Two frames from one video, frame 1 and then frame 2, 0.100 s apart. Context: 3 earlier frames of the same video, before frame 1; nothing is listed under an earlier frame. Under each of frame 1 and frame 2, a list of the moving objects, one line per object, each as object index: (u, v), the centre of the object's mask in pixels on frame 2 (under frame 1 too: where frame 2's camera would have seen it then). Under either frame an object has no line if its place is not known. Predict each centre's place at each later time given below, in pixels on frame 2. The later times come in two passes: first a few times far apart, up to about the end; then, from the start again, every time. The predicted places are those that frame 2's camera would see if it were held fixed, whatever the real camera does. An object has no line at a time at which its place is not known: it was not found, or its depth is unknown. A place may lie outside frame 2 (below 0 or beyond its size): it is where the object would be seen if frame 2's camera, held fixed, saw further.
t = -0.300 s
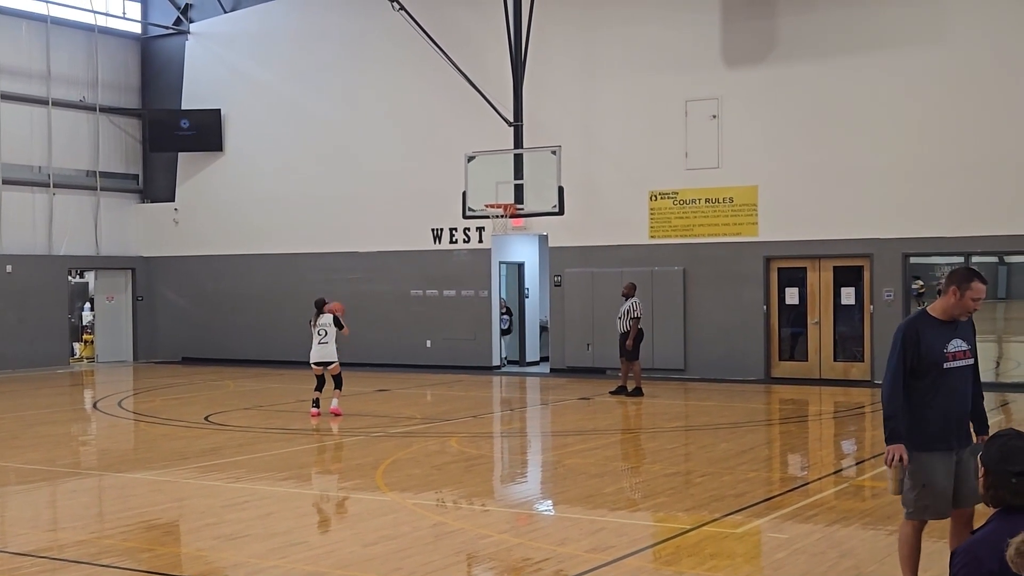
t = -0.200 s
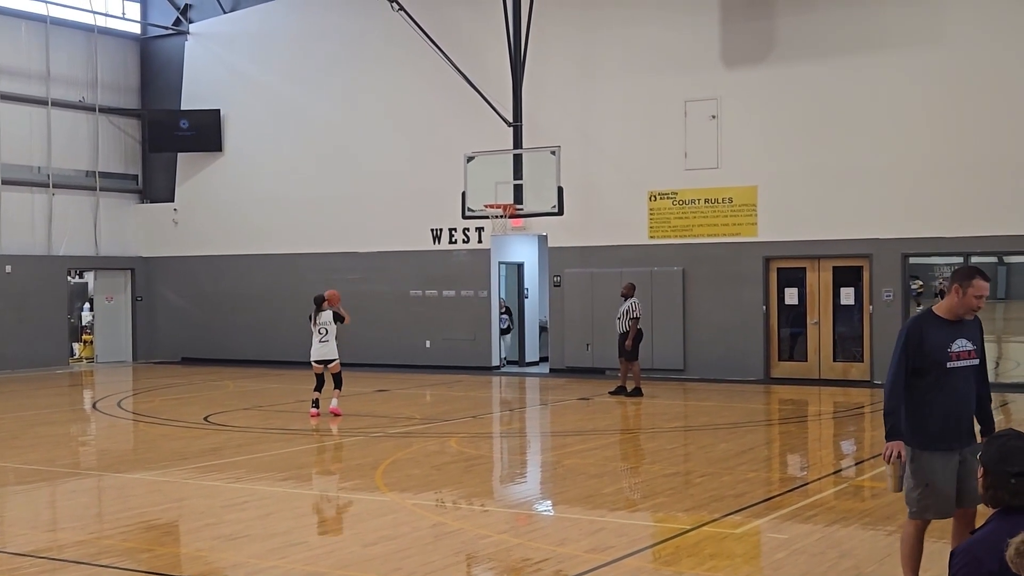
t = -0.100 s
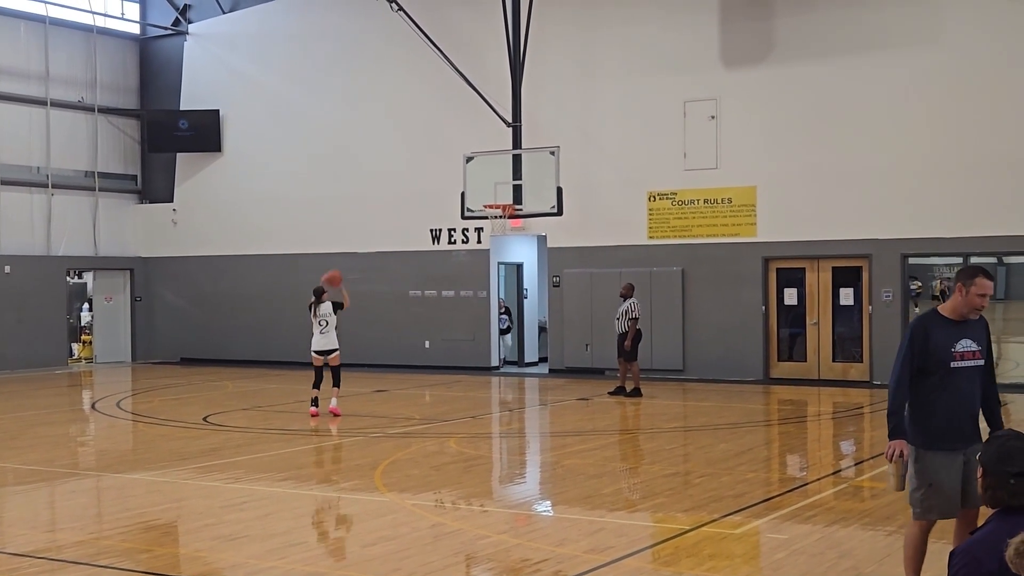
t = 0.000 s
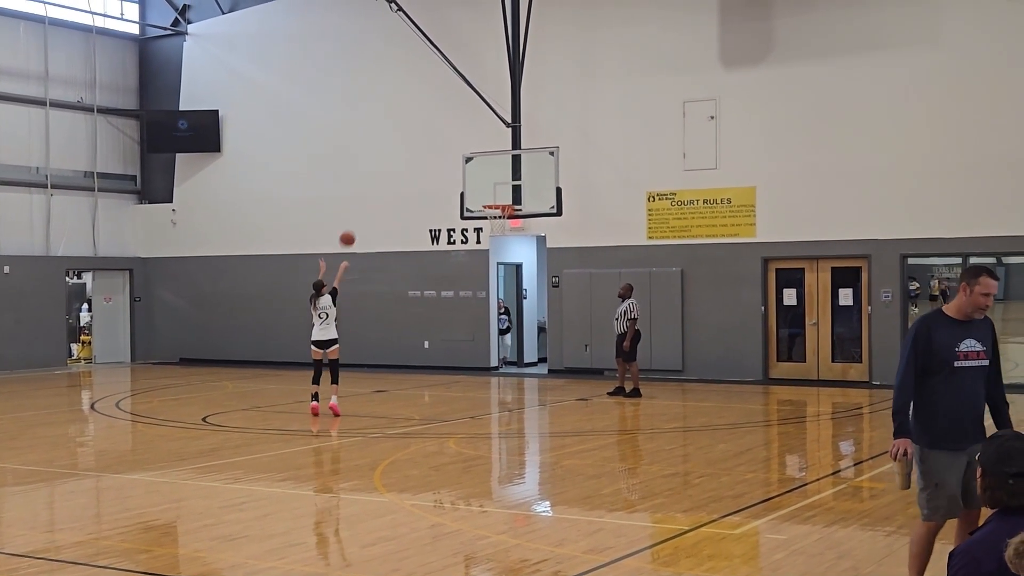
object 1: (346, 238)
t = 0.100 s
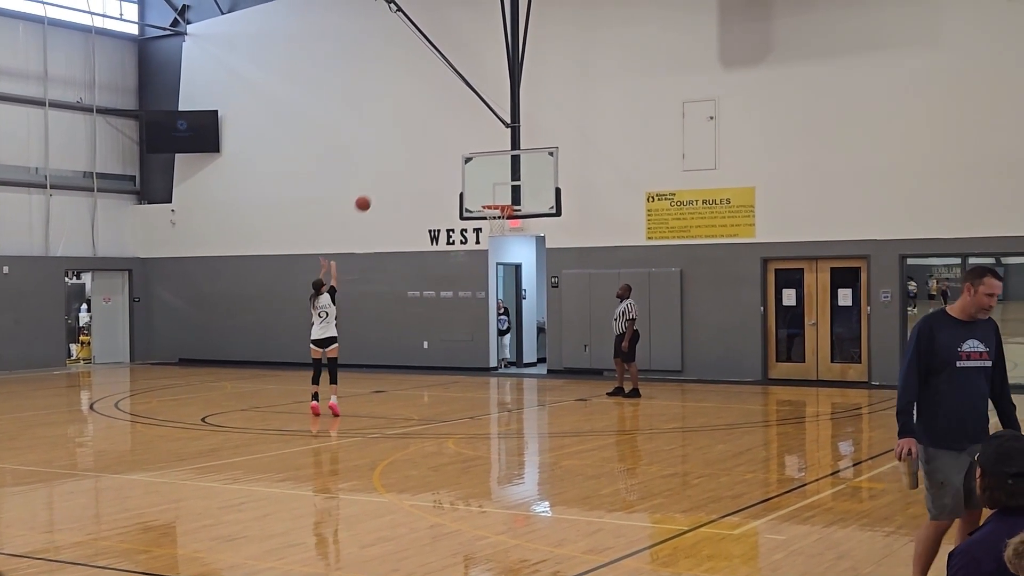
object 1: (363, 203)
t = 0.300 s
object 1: (394, 156)
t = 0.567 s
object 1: (434, 137)
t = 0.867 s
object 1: (475, 168)
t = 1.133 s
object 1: (505, 228)
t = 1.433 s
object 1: (520, 291)
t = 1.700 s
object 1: (535, 380)
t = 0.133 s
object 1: (368, 193)
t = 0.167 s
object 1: (373, 183)
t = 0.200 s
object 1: (378, 175)
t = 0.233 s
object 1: (384, 168)
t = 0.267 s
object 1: (389, 162)
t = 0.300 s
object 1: (394, 156)
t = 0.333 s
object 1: (399, 151)
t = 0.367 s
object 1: (405, 147)
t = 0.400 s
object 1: (410, 143)
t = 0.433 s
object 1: (414, 140)
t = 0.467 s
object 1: (419, 139)
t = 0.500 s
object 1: (424, 137)
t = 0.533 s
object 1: (429, 137)
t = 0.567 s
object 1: (434, 137)
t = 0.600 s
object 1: (439, 138)
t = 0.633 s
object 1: (443, 139)
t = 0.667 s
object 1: (448, 141)
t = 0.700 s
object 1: (453, 144)
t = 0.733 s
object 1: (457, 148)
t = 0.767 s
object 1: (462, 152)
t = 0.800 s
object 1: (466, 157)
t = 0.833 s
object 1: (470, 162)
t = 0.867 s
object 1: (475, 168)
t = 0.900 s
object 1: (479, 175)
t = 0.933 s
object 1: (483, 182)
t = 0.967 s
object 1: (488, 190)
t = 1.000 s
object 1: (492, 198)
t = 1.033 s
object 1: (497, 207)
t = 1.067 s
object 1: (500, 217)
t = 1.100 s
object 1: (503, 224)
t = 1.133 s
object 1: (505, 228)
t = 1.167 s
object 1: (507, 232)
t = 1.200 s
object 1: (508, 237)
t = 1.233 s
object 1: (510, 243)
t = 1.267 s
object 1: (512, 249)
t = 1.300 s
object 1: (514, 256)
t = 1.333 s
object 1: (515, 265)
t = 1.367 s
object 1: (517, 273)
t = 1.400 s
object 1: (519, 281)
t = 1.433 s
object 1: (520, 291)
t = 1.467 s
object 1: (522, 300)
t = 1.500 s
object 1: (525, 311)
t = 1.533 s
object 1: (527, 321)
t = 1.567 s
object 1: (528, 333)
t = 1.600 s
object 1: (530, 346)
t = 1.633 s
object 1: (532, 359)
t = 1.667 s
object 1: (534, 372)
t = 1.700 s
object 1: (535, 380)
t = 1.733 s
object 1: (534, 370)
